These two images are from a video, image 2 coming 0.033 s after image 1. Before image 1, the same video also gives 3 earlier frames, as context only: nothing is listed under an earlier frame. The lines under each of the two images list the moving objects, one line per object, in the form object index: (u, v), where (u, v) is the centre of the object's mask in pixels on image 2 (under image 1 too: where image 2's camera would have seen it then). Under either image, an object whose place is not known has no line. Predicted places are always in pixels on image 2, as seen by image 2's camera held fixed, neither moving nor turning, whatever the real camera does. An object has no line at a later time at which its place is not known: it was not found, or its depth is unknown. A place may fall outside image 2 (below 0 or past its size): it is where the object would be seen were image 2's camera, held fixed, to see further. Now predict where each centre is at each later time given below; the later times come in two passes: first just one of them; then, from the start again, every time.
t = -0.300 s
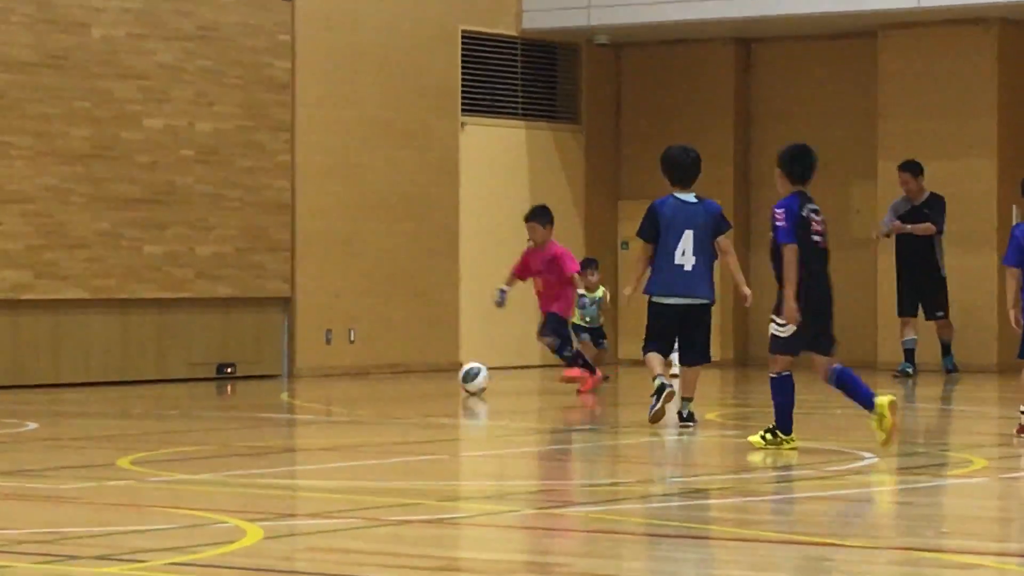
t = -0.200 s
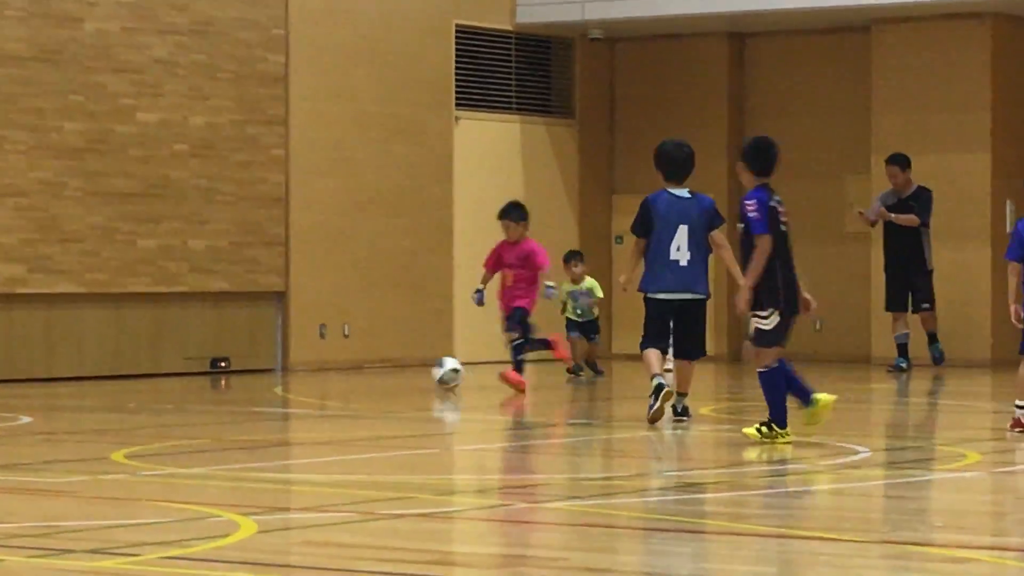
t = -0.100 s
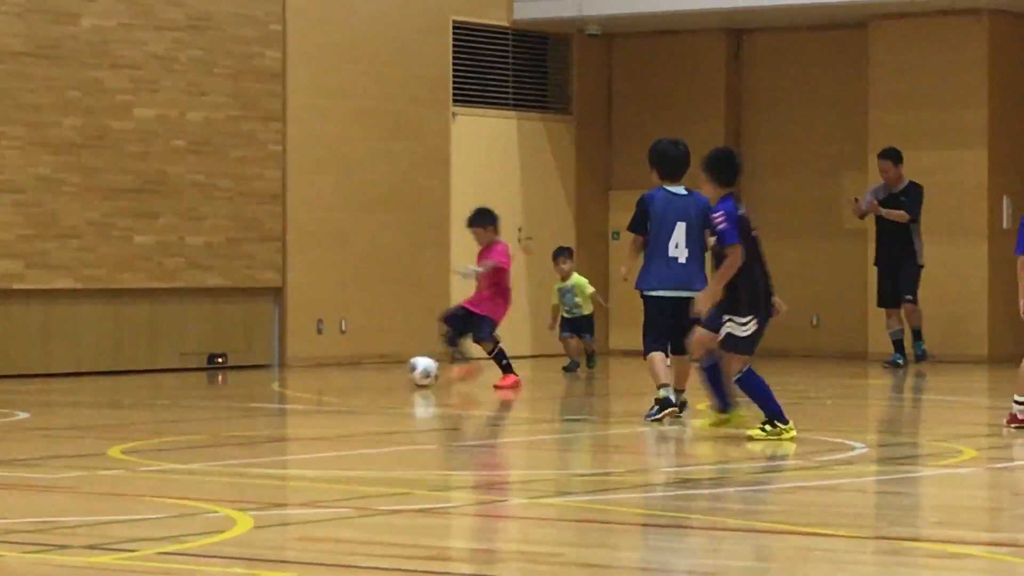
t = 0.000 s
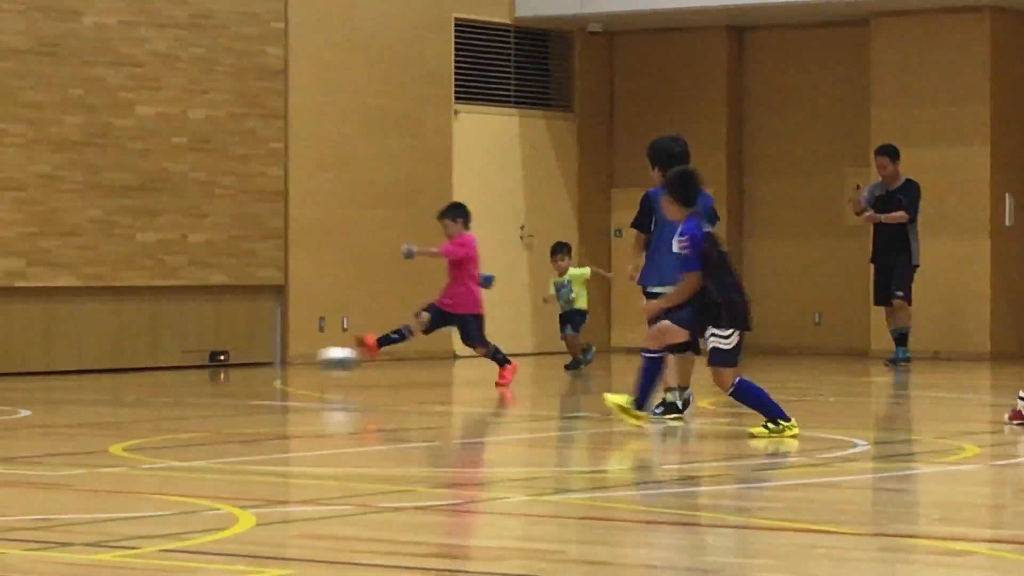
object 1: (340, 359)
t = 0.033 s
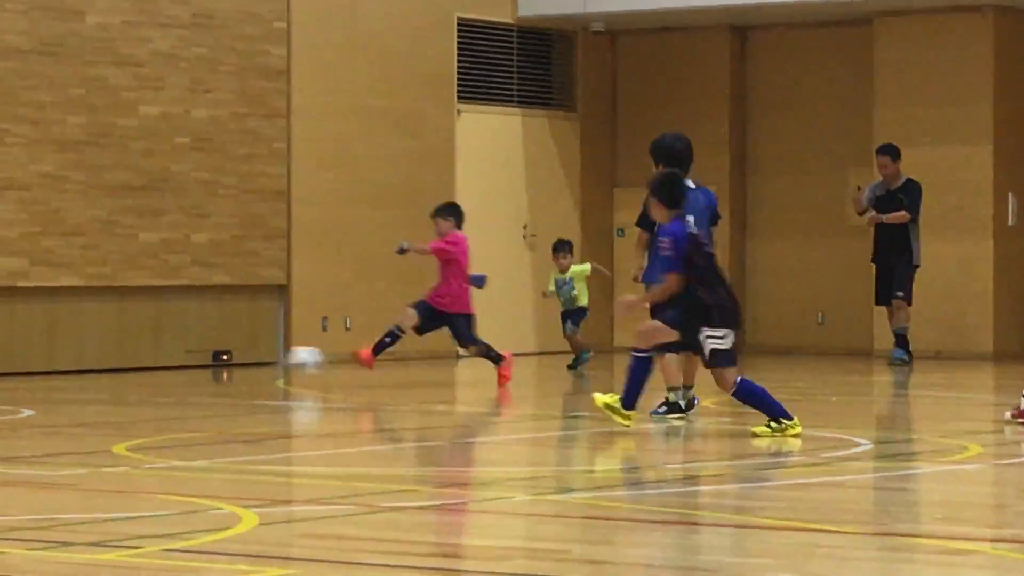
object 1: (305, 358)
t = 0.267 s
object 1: (78, 367)
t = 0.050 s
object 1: (287, 363)
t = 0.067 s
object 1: (270, 363)
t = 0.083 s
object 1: (253, 366)
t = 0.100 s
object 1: (234, 369)
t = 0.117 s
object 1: (218, 367)
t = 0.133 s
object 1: (202, 364)
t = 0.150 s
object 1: (187, 363)
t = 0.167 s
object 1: (171, 362)
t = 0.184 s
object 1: (155, 361)
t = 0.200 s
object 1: (140, 362)
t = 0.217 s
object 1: (125, 363)
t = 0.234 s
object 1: (110, 364)
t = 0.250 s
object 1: (93, 366)
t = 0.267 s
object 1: (78, 367)
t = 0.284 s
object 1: (62, 369)
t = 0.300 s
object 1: (51, 367)
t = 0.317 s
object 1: (36, 368)
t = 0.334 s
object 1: (23, 365)
